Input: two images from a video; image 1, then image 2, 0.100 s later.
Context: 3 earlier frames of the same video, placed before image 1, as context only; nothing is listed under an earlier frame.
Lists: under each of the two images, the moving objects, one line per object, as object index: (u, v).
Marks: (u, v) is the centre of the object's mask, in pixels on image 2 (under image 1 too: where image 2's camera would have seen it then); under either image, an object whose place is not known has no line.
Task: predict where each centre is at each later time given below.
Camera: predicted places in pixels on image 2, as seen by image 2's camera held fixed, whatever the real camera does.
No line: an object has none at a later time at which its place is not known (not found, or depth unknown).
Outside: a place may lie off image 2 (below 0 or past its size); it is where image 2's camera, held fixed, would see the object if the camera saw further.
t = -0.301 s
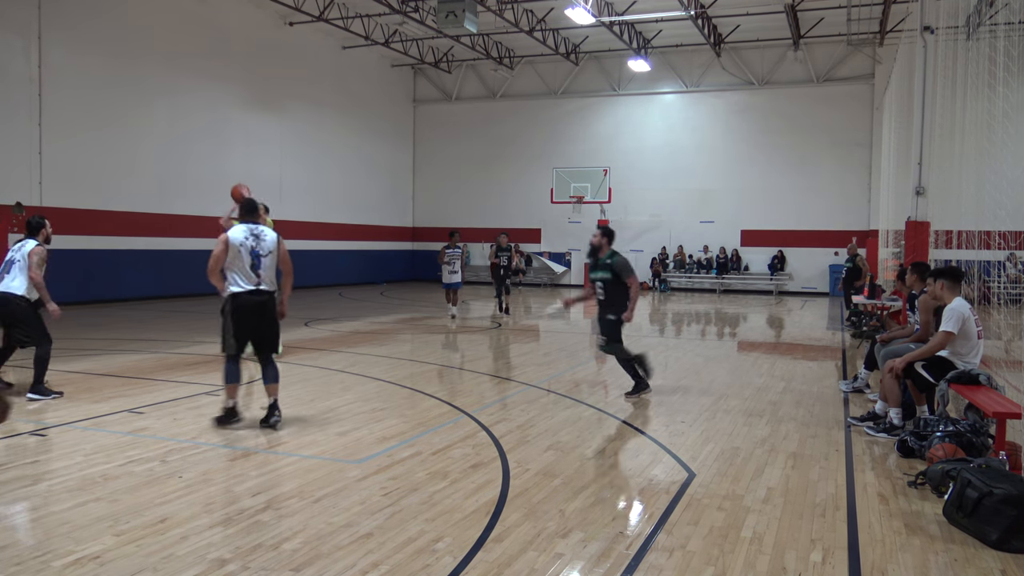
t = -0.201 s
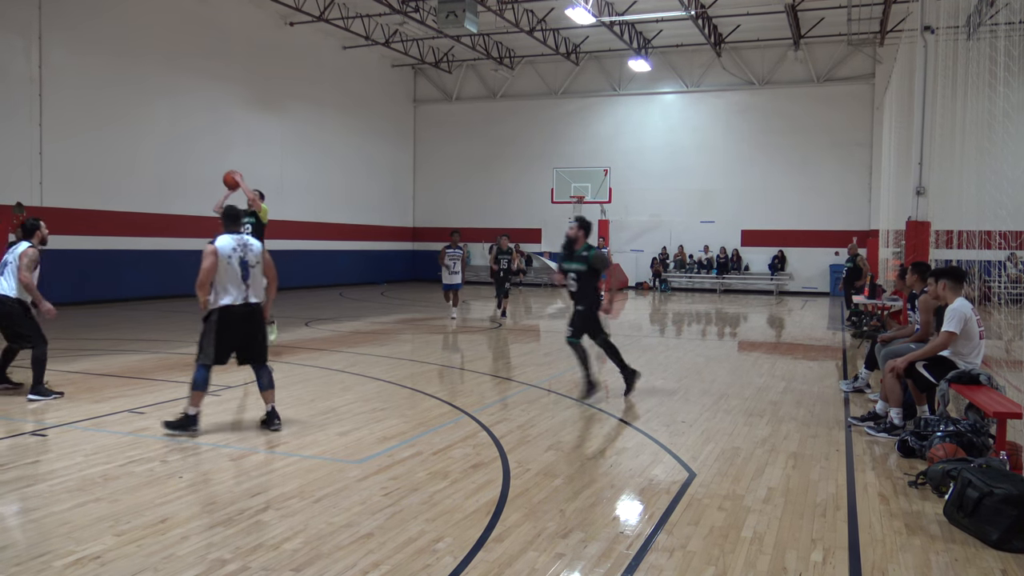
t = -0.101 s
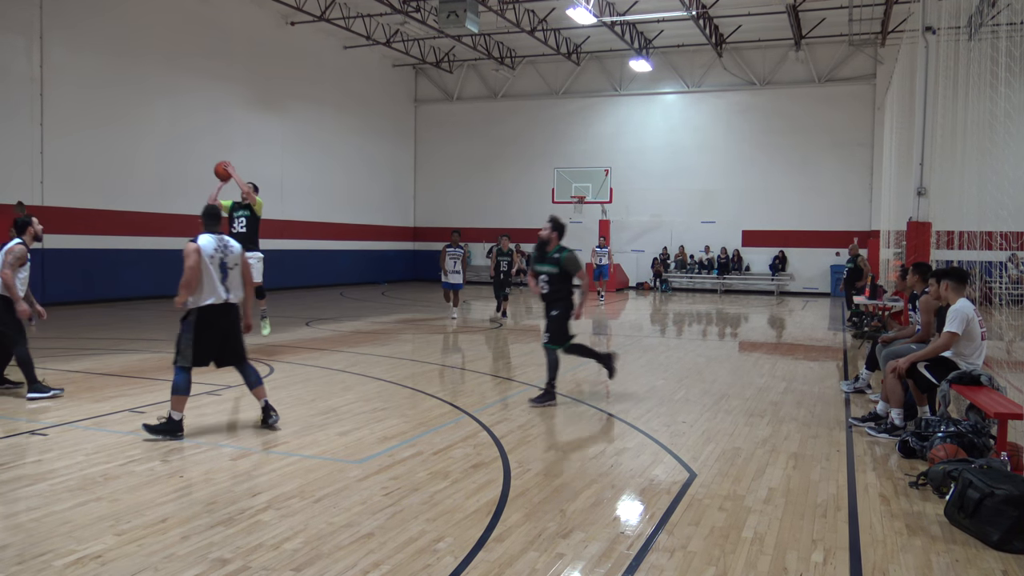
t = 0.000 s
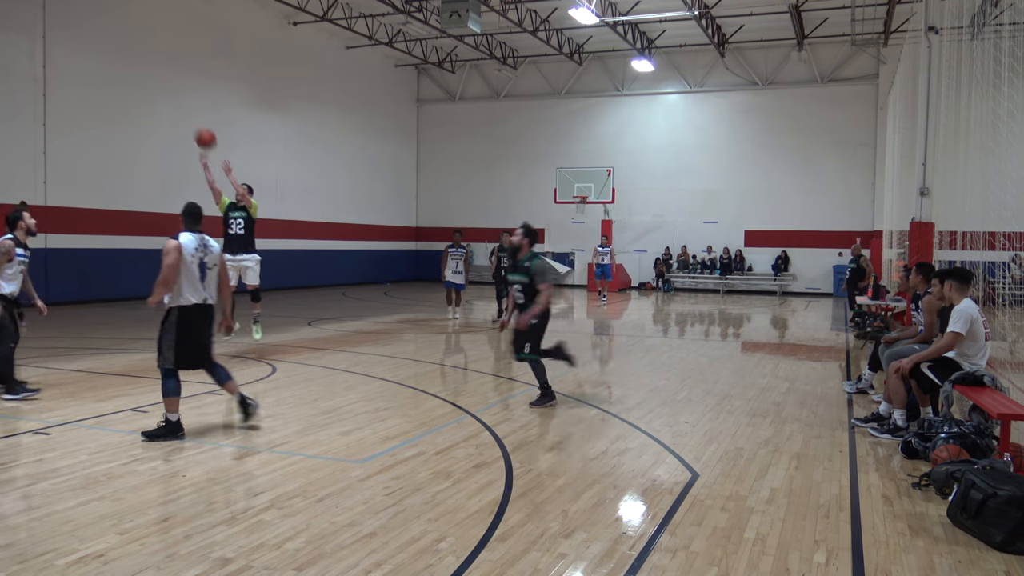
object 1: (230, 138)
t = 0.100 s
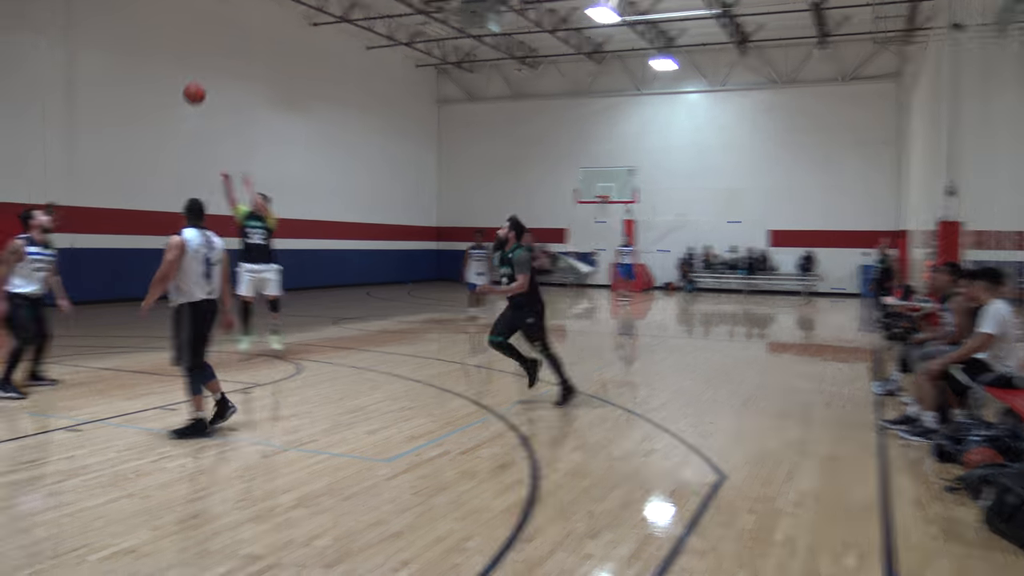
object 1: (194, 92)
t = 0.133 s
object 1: (181, 79)
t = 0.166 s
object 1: (168, 64)
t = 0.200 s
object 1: (156, 50)
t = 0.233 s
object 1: (143, 35)
